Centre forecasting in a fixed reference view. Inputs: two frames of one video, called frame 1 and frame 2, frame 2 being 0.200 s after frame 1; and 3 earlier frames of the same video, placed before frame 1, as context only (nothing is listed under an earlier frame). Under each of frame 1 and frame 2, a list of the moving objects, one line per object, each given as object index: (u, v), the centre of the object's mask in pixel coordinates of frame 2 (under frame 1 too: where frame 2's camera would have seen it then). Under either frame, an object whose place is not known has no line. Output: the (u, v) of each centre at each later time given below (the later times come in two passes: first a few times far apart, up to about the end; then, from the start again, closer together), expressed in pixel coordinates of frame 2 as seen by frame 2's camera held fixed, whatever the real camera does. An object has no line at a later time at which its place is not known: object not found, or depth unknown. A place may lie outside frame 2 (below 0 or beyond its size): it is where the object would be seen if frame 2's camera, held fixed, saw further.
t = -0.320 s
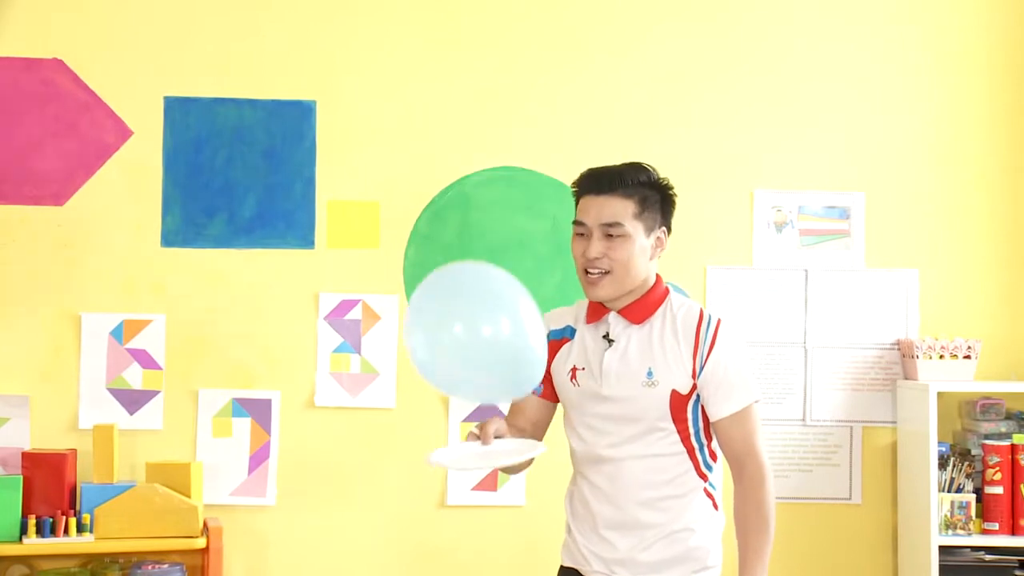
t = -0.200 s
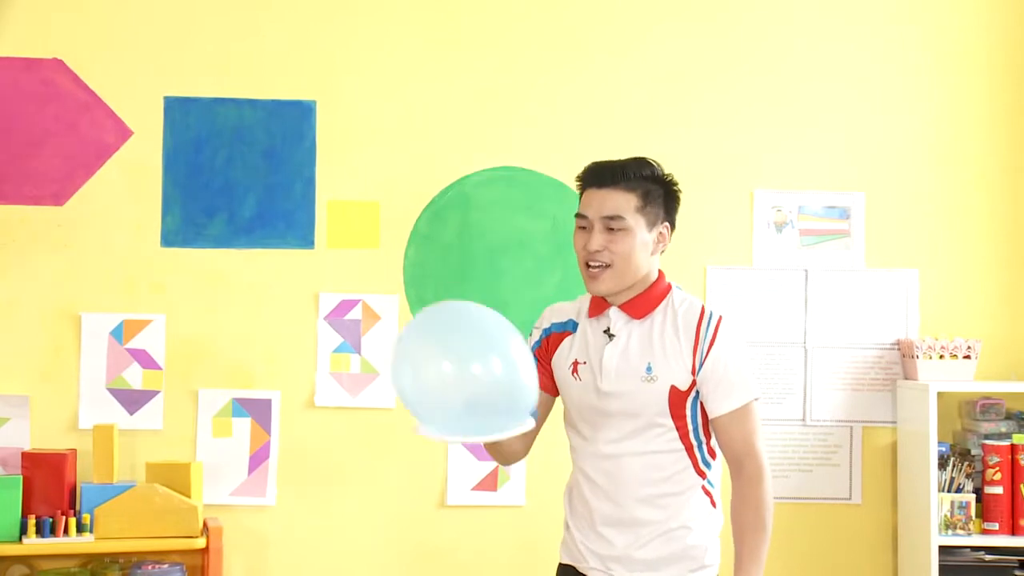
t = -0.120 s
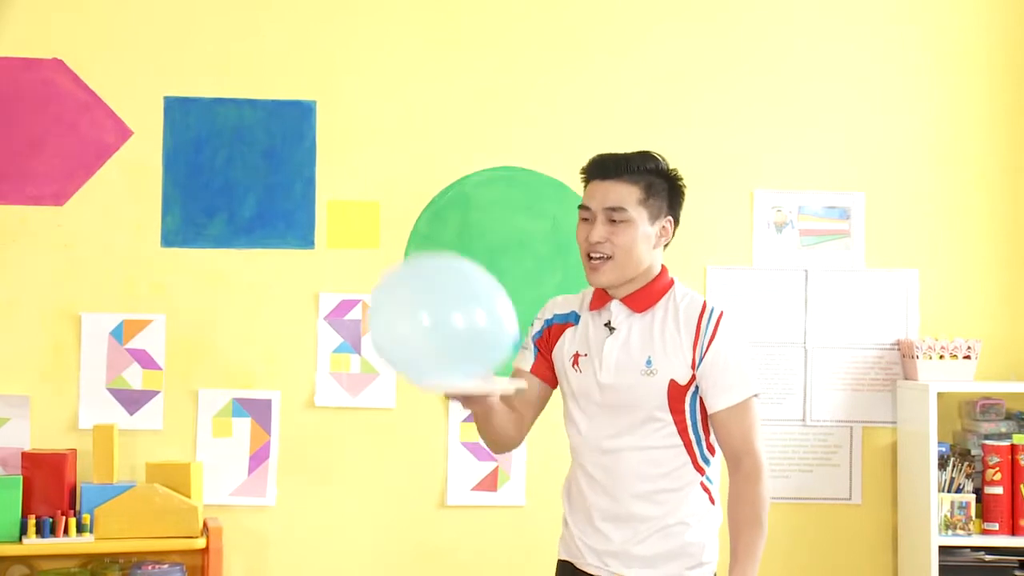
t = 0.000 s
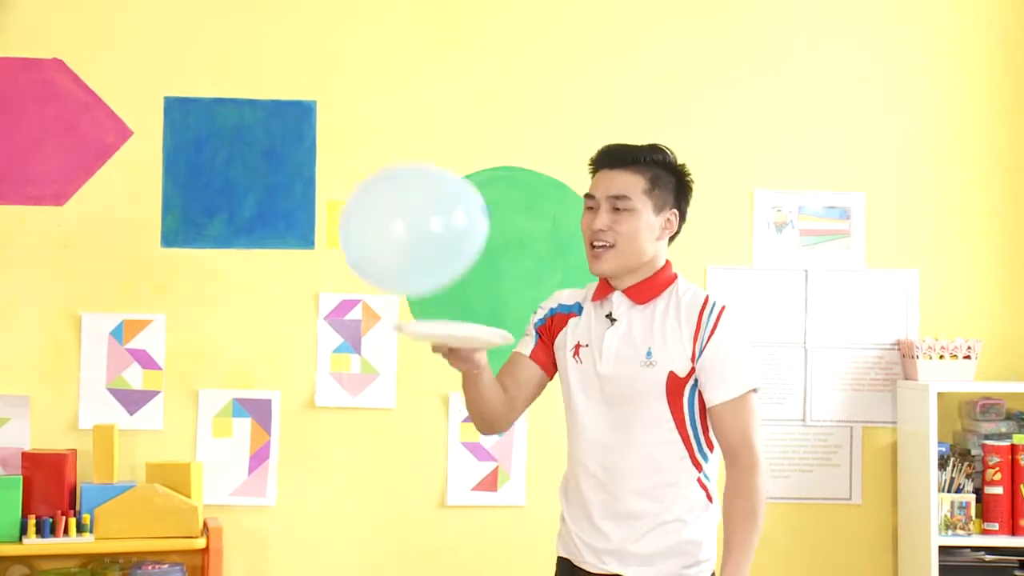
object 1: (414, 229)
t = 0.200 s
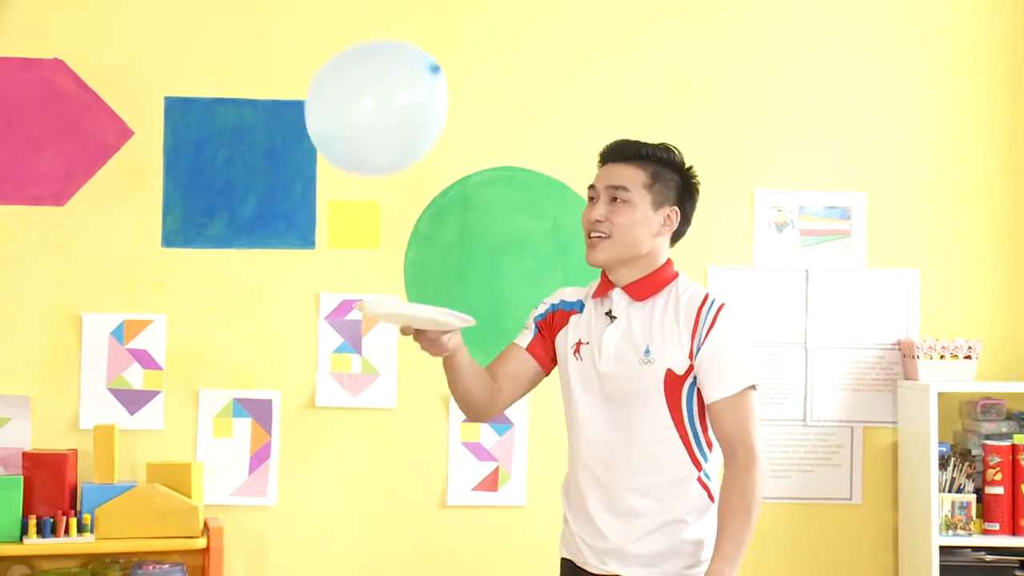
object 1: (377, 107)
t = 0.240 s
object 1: (371, 88)
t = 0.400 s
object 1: (353, 43)
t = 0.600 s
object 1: (340, 26)
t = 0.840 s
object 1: (312, 30)
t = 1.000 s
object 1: (293, 38)
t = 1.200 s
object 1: (271, 62)
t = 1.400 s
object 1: (250, 129)
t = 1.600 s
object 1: (237, 216)
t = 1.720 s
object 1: (234, 280)
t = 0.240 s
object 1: (371, 88)
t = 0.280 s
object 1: (366, 71)
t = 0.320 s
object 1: (361, 58)
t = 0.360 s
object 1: (357, 50)
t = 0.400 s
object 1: (353, 43)
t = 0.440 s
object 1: (350, 38)
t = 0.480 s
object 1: (347, 33)
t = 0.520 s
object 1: (345, 30)
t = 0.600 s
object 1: (340, 26)
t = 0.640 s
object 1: (336, 26)
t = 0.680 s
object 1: (333, 26)
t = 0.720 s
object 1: (328, 27)
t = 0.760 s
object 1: (322, 28)
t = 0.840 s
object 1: (312, 30)
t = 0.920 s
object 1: (302, 33)
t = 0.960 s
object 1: (298, 35)
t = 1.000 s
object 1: (293, 38)
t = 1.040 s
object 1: (289, 41)
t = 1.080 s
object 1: (284, 45)
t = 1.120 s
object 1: (280, 49)
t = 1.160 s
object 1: (275, 55)
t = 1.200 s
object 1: (271, 62)
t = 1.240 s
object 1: (266, 72)
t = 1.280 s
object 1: (262, 85)
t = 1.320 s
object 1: (258, 98)
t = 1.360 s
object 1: (254, 113)
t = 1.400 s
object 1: (250, 129)
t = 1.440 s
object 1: (247, 145)
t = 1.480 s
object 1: (245, 163)
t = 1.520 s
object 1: (242, 179)
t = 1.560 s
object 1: (239, 197)
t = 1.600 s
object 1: (237, 216)
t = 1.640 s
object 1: (236, 236)
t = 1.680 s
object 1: (235, 257)
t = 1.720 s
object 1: (234, 280)
